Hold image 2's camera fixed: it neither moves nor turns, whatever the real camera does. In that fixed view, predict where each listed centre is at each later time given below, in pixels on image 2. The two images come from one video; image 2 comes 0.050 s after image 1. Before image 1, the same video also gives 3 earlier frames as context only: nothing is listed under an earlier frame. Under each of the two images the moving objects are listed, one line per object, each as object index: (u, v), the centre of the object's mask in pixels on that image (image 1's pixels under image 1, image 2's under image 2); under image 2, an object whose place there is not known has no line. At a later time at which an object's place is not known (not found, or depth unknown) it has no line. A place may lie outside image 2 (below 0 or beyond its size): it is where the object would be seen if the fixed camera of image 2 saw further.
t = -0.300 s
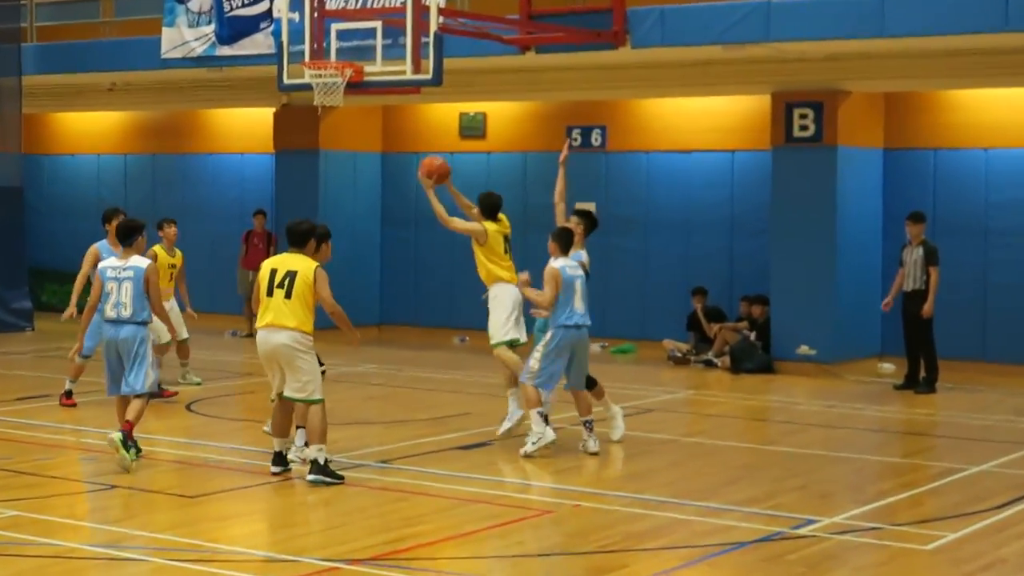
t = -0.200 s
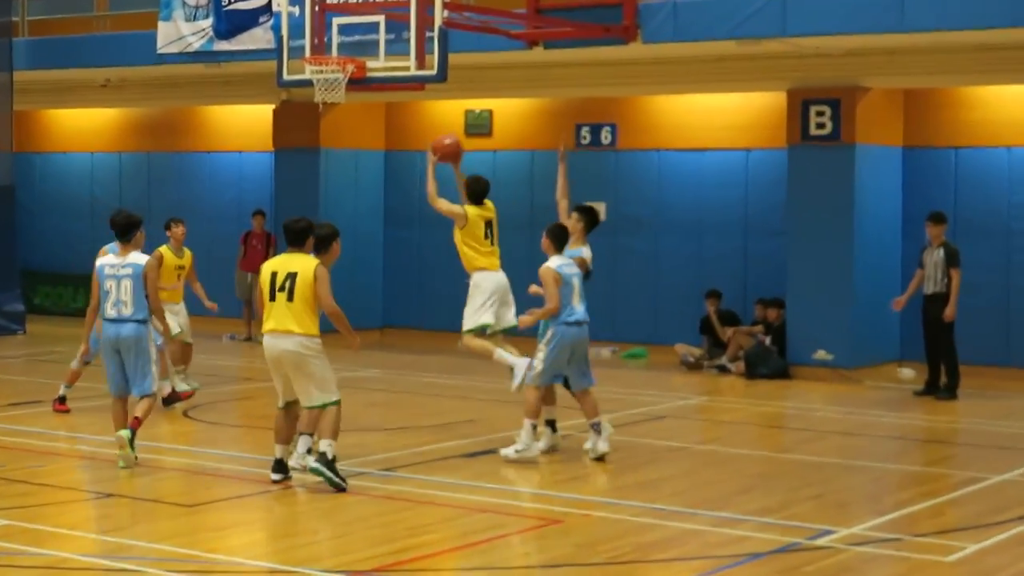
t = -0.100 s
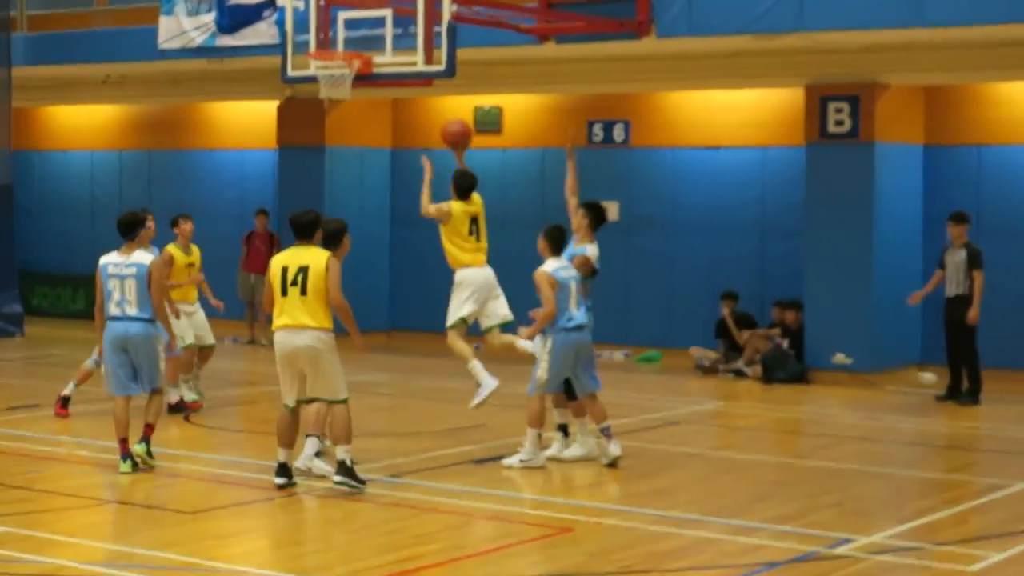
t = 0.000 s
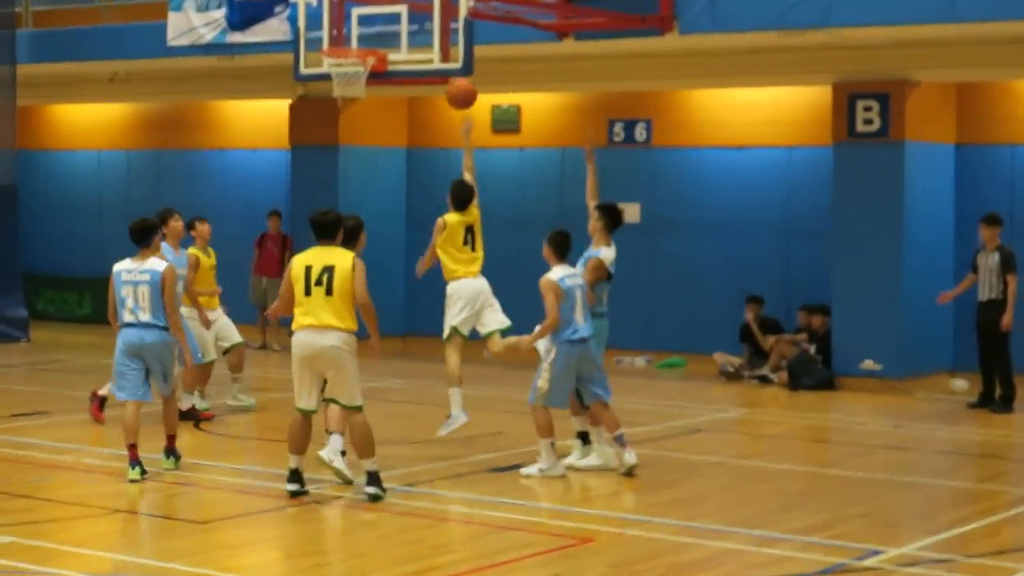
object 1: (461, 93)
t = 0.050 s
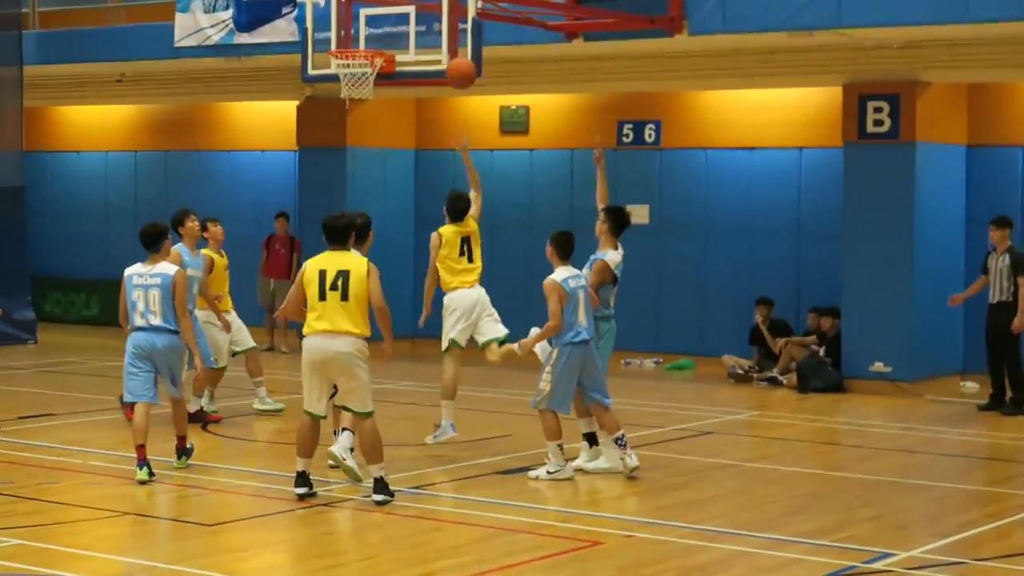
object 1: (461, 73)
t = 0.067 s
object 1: (458, 67)
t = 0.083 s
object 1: (455, 61)
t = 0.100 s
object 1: (452, 54)
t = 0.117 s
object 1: (449, 49)
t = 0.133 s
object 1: (447, 45)
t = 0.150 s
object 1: (443, 39)
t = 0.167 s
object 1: (440, 36)
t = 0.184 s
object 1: (438, 32)
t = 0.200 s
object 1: (435, 28)
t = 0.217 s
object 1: (432, 25)
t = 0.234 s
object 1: (430, 22)
